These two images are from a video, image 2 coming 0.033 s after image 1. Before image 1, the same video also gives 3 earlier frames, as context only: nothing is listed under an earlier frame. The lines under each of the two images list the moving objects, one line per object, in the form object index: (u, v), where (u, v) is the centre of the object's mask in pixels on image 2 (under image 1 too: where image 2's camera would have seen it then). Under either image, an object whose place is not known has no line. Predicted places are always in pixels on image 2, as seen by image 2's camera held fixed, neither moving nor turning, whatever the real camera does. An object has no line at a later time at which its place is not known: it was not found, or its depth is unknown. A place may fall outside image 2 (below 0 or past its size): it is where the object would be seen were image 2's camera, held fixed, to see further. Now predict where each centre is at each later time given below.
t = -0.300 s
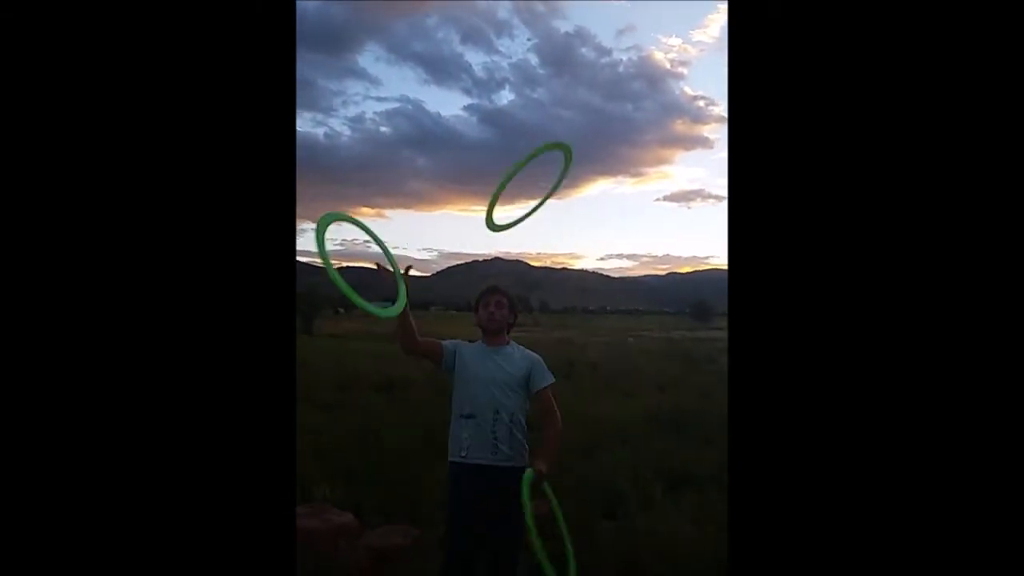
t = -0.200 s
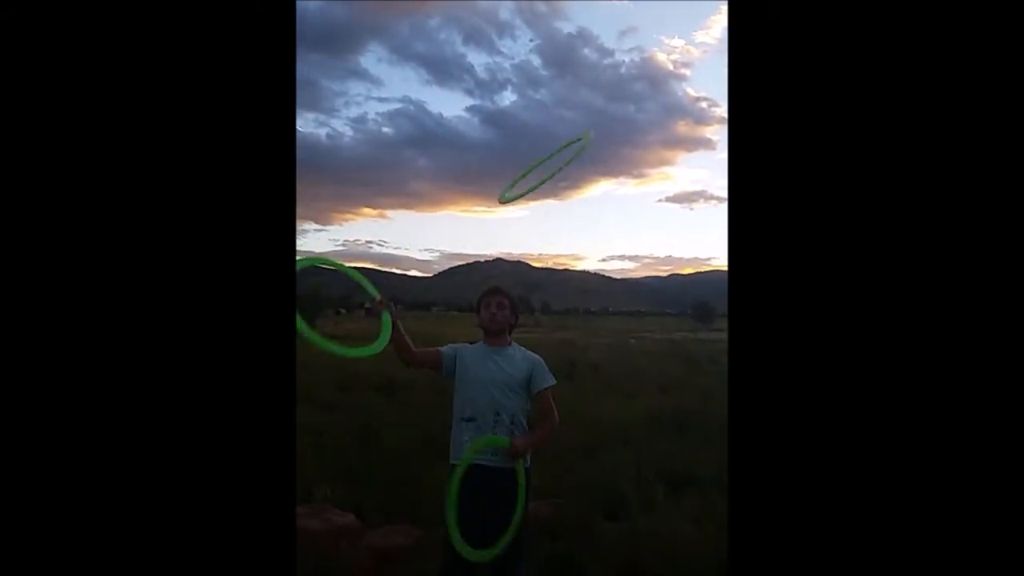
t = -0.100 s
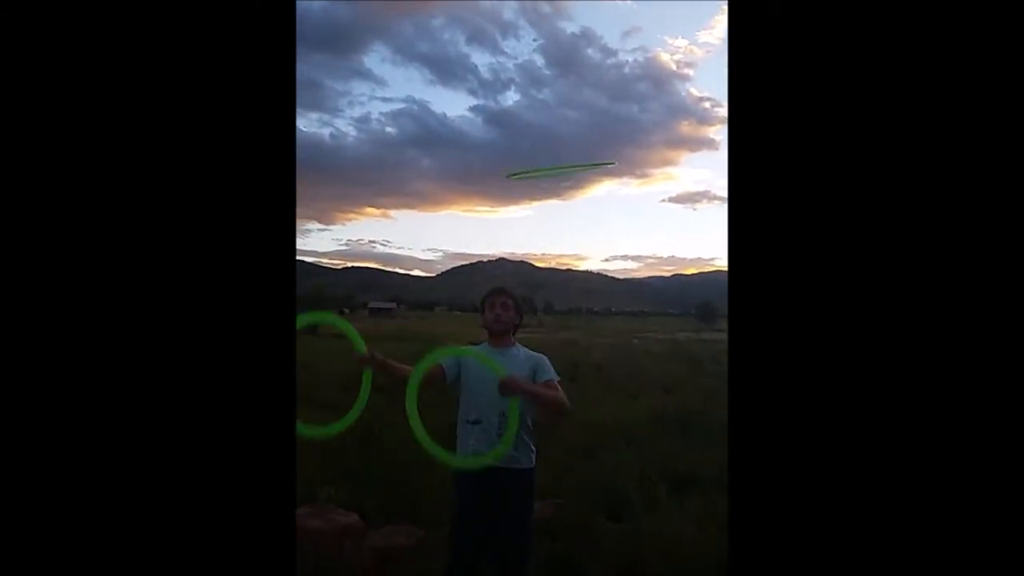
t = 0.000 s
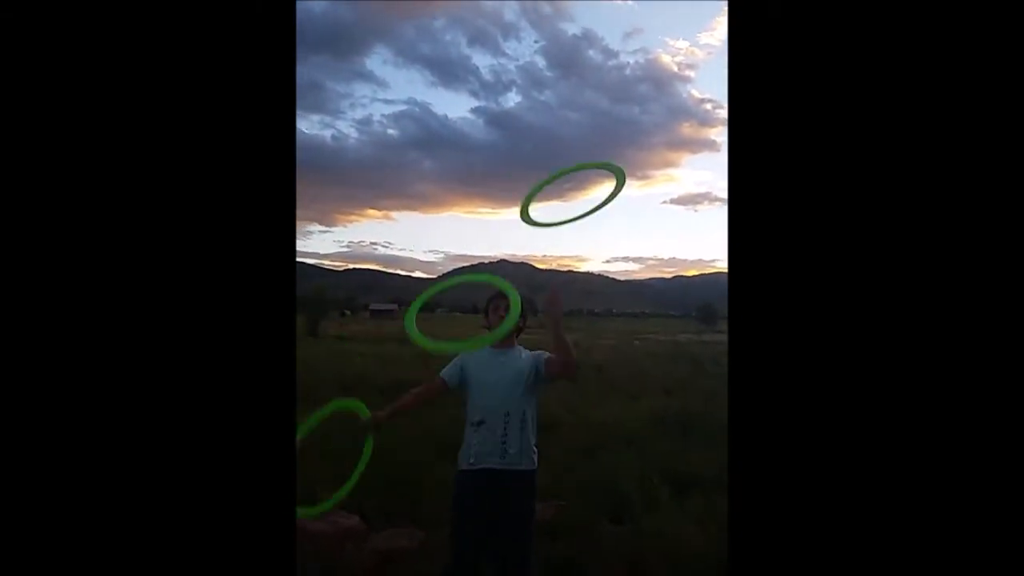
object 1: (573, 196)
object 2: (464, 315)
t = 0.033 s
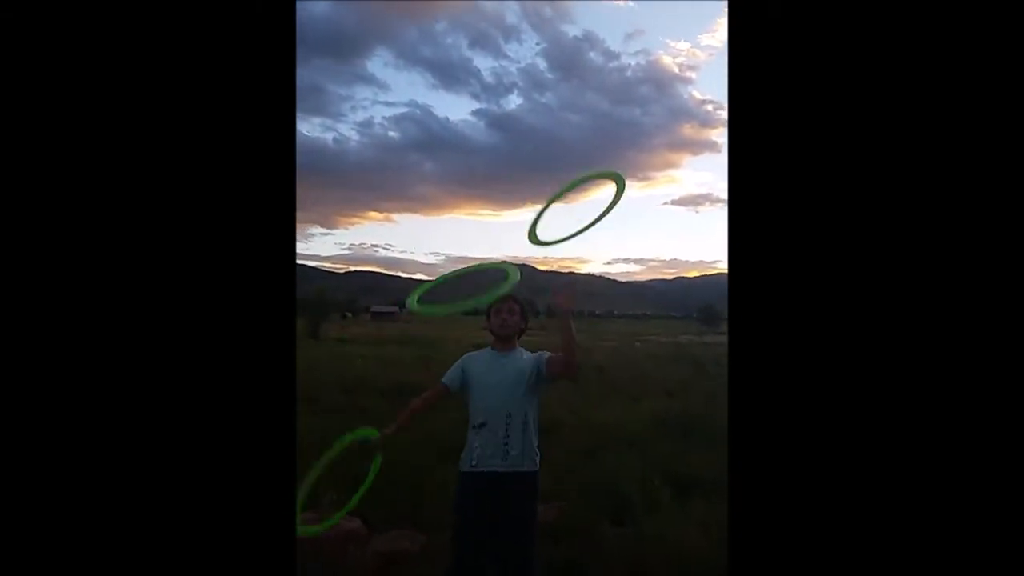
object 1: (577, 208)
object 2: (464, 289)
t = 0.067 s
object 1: (579, 224)
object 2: (471, 262)
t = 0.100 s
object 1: (584, 238)
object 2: (459, 244)
